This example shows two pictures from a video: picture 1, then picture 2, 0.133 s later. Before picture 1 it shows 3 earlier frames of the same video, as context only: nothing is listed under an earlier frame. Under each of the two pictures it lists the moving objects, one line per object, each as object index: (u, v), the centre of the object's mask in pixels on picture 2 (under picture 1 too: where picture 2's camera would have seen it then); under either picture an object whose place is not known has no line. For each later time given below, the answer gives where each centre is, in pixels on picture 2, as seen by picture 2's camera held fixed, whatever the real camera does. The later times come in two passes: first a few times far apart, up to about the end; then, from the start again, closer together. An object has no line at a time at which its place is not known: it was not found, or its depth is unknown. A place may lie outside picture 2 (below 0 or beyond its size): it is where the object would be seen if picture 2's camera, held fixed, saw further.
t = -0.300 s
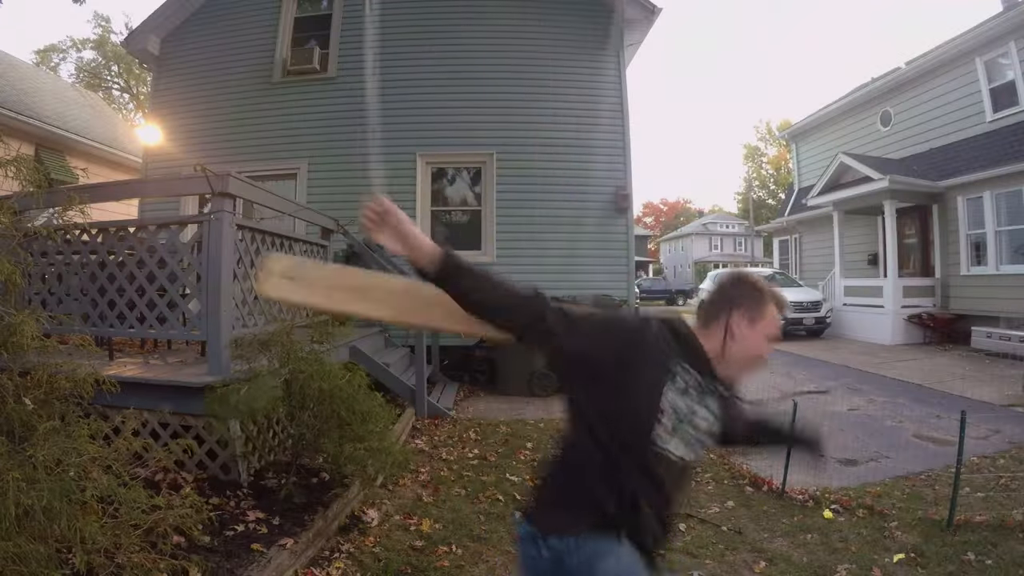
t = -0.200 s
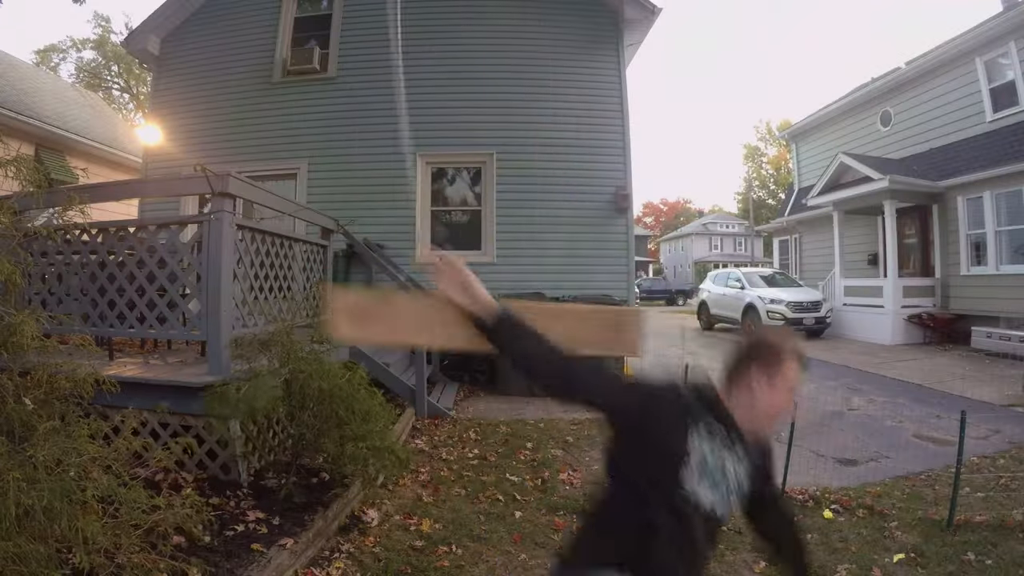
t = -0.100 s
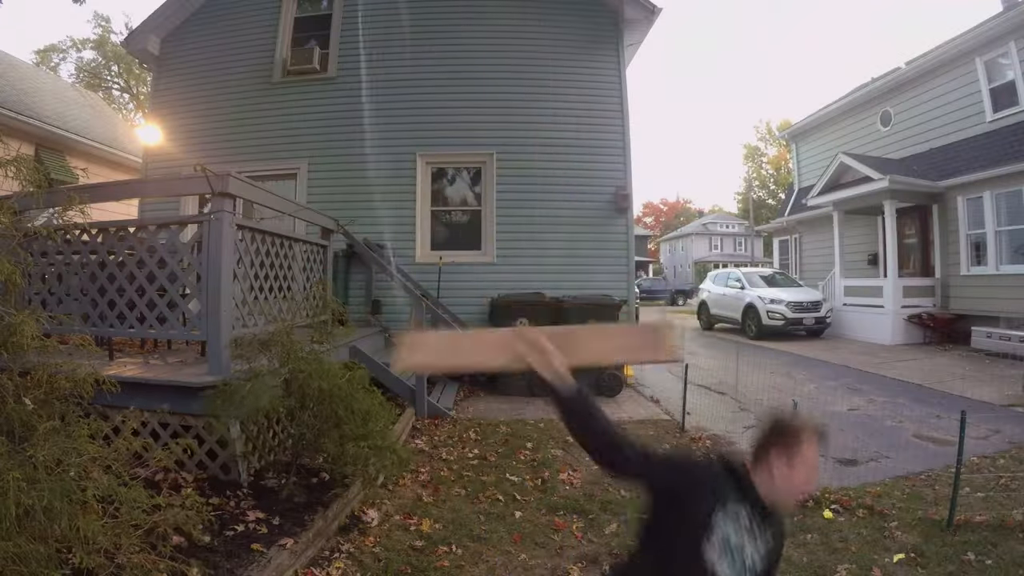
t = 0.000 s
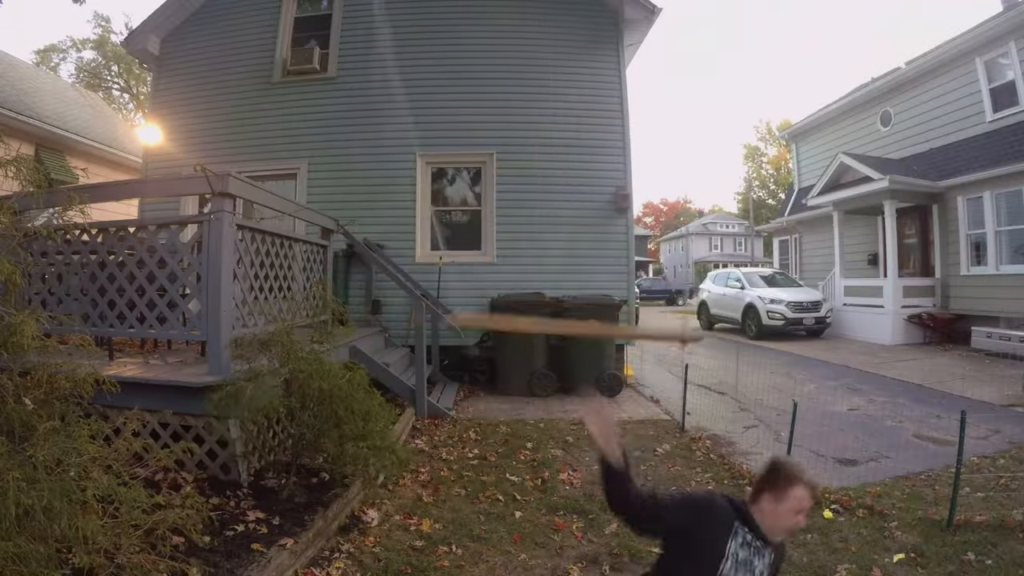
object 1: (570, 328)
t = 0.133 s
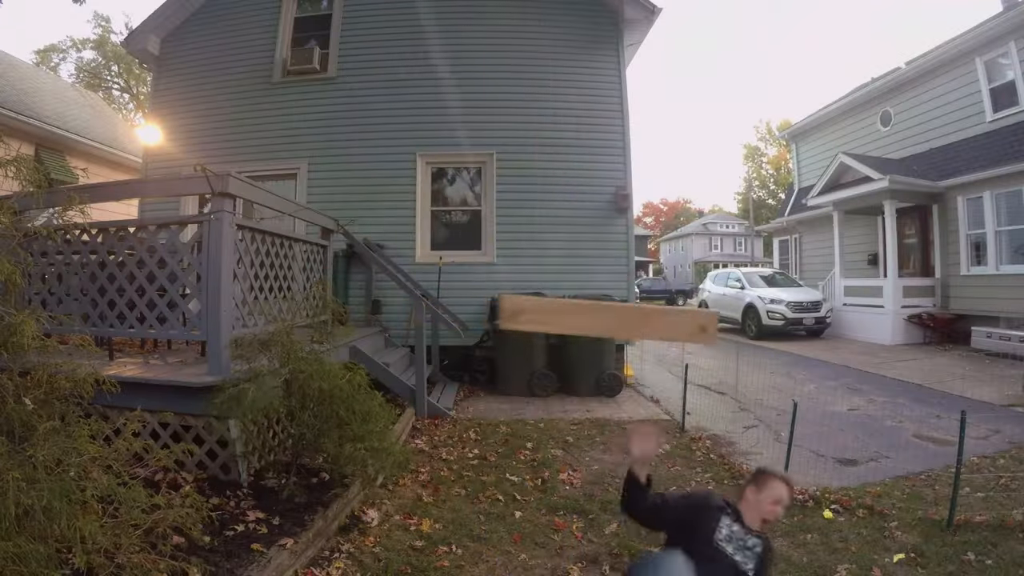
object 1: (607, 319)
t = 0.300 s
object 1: (633, 306)
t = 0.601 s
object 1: (655, 283)
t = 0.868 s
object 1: (657, 279)
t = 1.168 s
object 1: (633, 291)
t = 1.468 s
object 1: (595, 320)
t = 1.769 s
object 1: (523, 342)
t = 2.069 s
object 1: (420, 346)
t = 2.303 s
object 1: (289, 319)
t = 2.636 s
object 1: (181, 288)
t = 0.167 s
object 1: (611, 317)
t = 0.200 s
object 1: (615, 315)
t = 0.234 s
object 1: (619, 311)
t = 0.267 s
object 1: (623, 308)
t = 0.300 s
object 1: (633, 306)
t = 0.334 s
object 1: (632, 303)
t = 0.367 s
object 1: (635, 300)
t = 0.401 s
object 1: (641, 298)
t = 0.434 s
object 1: (646, 295)
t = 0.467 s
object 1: (648, 292)
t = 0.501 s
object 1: (652, 289)
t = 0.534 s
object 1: (653, 287)
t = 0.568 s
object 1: (653, 284)
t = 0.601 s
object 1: (655, 283)
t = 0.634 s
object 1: (656, 282)
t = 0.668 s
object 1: (656, 281)
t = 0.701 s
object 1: (657, 281)
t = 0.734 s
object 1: (653, 280)
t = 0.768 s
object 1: (655, 279)
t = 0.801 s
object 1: (658, 280)
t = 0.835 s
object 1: (658, 280)
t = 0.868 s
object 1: (657, 279)
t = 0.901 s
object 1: (657, 280)
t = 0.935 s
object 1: (656, 281)
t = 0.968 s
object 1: (655, 282)
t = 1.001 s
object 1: (653, 282)
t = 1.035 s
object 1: (650, 284)
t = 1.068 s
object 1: (646, 286)
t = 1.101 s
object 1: (647, 289)
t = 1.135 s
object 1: (637, 290)
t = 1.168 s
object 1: (633, 291)
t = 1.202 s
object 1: (635, 294)
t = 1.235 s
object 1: (633, 297)
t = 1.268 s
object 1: (630, 298)
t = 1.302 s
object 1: (623, 300)
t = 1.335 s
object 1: (616, 303)
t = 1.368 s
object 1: (608, 306)
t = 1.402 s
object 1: (605, 309)
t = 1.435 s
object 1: (599, 314)
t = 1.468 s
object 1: (595, 320)
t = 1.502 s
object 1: (591, 322)
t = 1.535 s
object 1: (586, 324)
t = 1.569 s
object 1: (578, 327)
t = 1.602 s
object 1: (570, 329)
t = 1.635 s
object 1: (562, 333)
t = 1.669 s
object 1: (554, 336)
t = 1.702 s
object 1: (543, 338)
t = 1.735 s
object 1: (532, 341)
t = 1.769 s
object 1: (523, 342)
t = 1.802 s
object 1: (513, 344)
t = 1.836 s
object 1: (503, 346)
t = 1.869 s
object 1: (492, 349)
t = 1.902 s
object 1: (479, 350)
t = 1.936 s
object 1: (471, 350)
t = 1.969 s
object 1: (461, 350)
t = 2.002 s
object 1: (447, 349)
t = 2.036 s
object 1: (435, 348)
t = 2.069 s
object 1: (420, 346)
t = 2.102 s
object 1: (402, 345)
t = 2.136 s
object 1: (380, 341)
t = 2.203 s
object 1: (339, 333)
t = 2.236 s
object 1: (323, 327)
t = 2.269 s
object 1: (307, 324)
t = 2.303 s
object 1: (289, 319)
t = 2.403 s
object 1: (242, 305)
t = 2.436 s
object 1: (229, 300)
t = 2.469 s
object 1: (214, 296)
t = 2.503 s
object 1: (203, 293)
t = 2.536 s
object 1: (198, 289)
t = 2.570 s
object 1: (189, 288)
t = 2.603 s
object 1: (185, 287)
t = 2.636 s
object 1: (181, 288)
